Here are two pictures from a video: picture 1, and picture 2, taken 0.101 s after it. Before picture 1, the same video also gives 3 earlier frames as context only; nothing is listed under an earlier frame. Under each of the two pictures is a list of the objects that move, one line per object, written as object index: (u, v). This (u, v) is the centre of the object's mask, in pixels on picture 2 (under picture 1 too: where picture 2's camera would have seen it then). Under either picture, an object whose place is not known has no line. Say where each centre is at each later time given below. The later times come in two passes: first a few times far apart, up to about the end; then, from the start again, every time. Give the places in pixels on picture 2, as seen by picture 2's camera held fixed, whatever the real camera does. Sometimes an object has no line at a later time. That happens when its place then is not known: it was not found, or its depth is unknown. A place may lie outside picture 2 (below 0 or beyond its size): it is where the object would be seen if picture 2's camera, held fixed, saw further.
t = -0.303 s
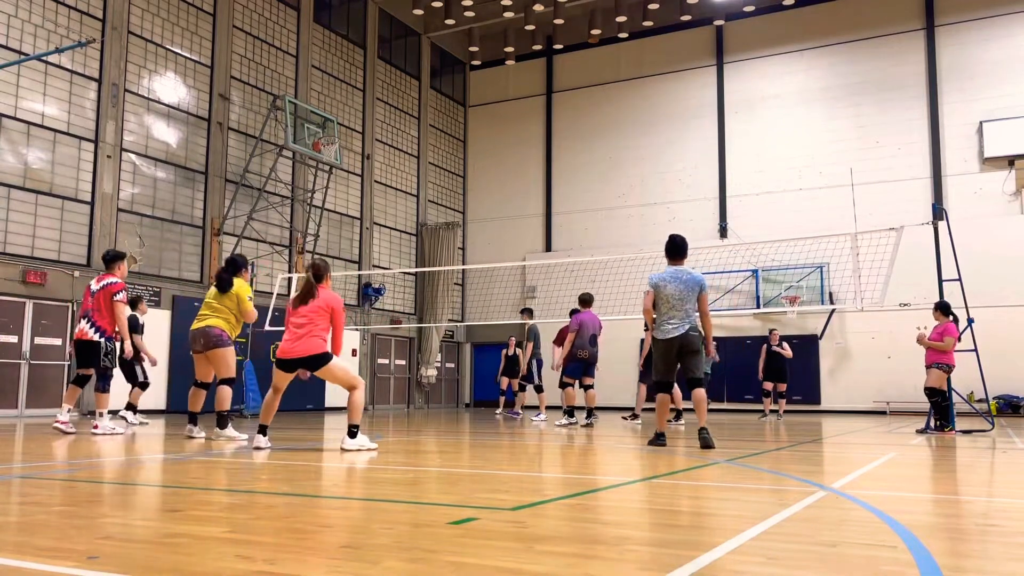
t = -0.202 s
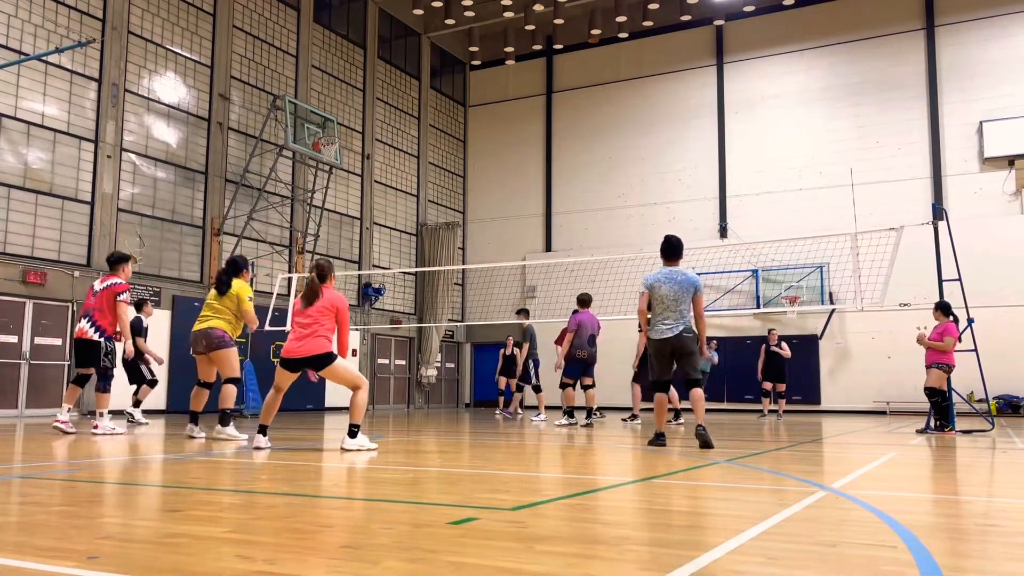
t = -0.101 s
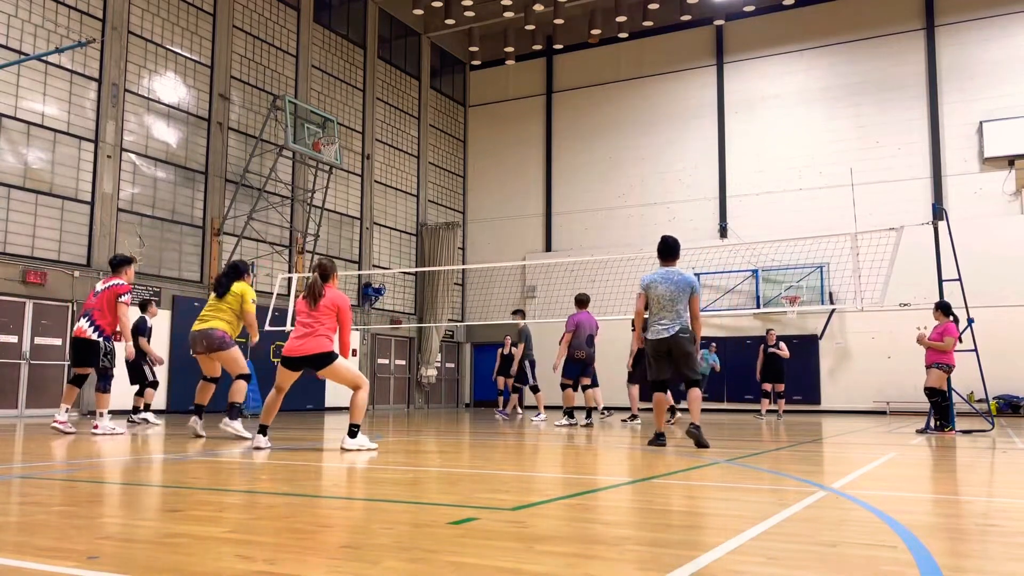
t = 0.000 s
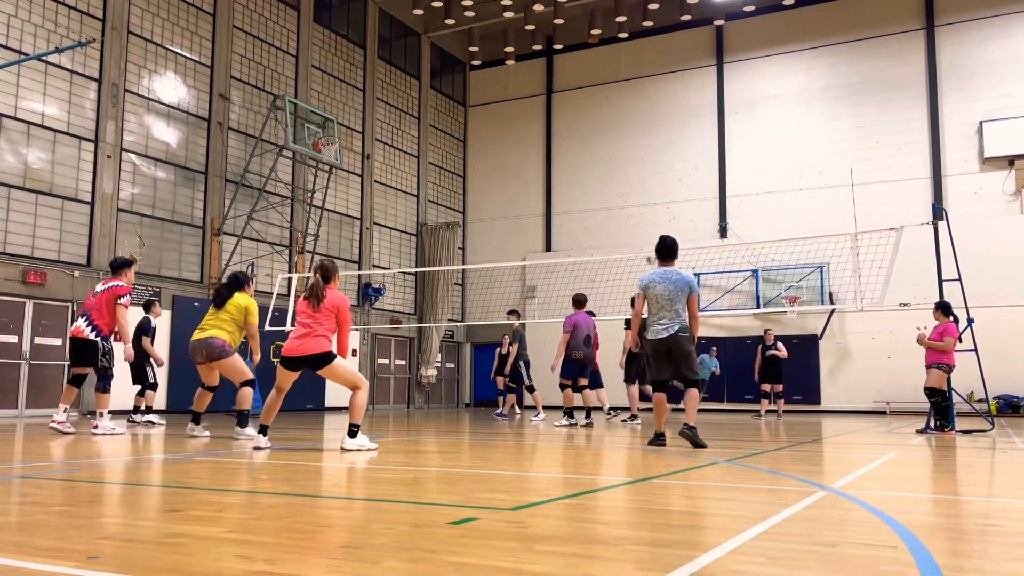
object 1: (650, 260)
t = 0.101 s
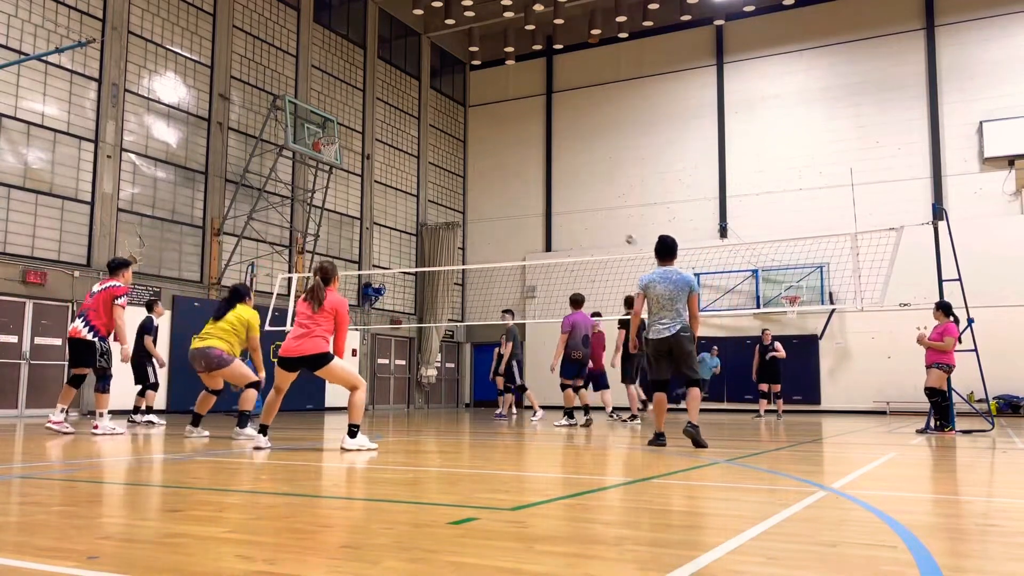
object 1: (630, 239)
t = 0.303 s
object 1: (585, 210)
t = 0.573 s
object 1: (509, 199)
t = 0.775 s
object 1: (428, 221)
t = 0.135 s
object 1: (623, 234)
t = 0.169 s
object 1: (616, 228)
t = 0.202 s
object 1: (609, 223)
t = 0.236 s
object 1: (601, 218)
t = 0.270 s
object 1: (592, 215)
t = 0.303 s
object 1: (585, 210)
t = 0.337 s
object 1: (576, 207)
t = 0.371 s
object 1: (568, 204)
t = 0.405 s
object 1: (560, 200)
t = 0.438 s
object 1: (550, 199)
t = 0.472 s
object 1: (540, 199)
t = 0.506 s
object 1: (530, 198)
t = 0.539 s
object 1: (520, 199)
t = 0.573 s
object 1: (509, 199)
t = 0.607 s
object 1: (498, 200)
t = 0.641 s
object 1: (486, 203)
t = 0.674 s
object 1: (472, 206)
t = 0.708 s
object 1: (460, 210)
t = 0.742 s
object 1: (446, 215)
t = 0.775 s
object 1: (428, 221)
